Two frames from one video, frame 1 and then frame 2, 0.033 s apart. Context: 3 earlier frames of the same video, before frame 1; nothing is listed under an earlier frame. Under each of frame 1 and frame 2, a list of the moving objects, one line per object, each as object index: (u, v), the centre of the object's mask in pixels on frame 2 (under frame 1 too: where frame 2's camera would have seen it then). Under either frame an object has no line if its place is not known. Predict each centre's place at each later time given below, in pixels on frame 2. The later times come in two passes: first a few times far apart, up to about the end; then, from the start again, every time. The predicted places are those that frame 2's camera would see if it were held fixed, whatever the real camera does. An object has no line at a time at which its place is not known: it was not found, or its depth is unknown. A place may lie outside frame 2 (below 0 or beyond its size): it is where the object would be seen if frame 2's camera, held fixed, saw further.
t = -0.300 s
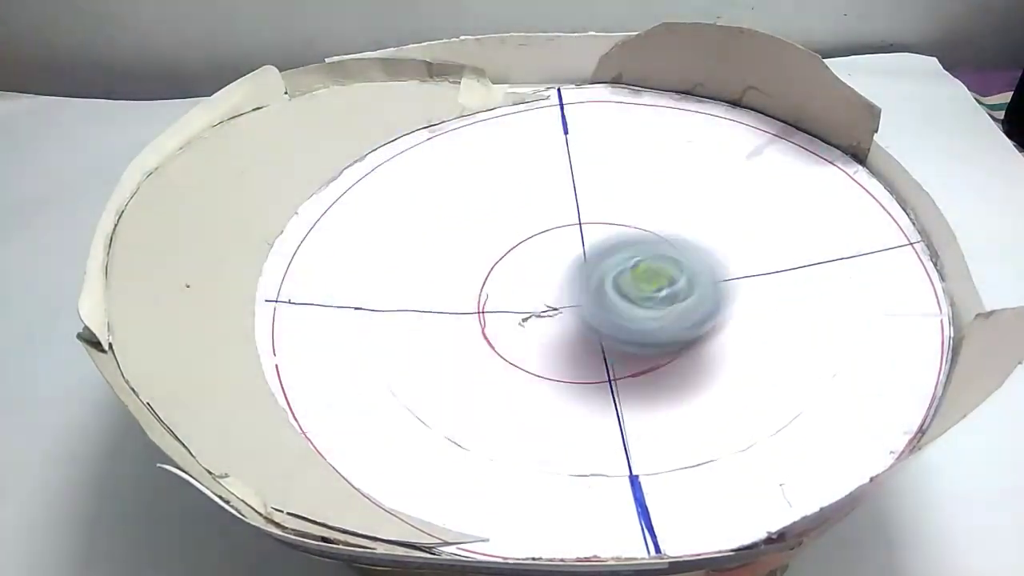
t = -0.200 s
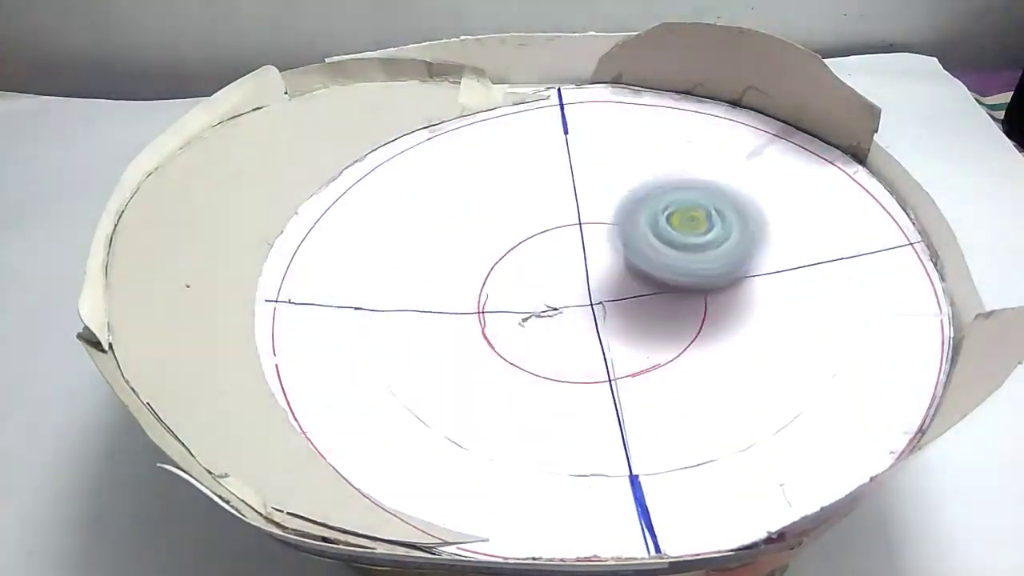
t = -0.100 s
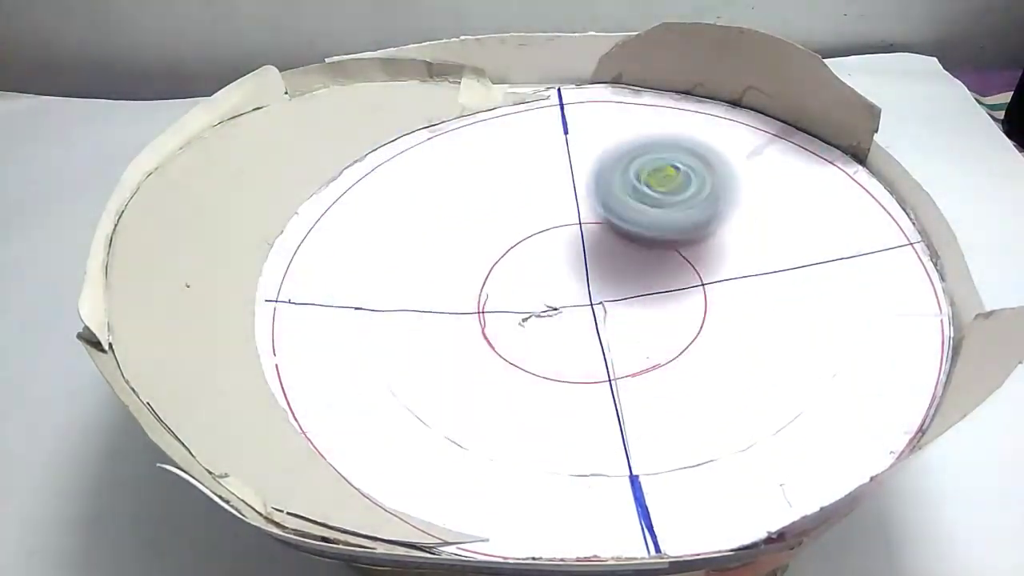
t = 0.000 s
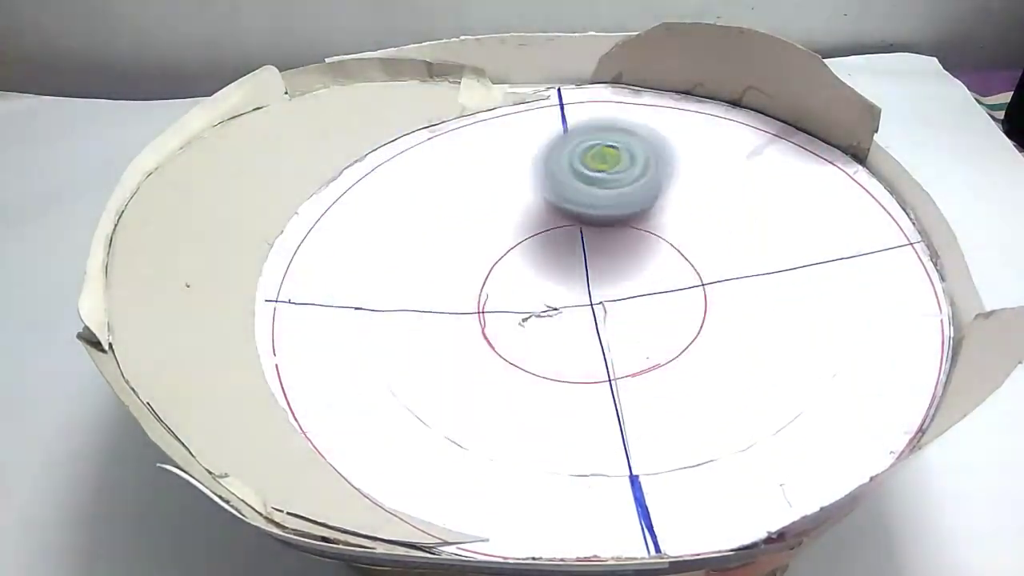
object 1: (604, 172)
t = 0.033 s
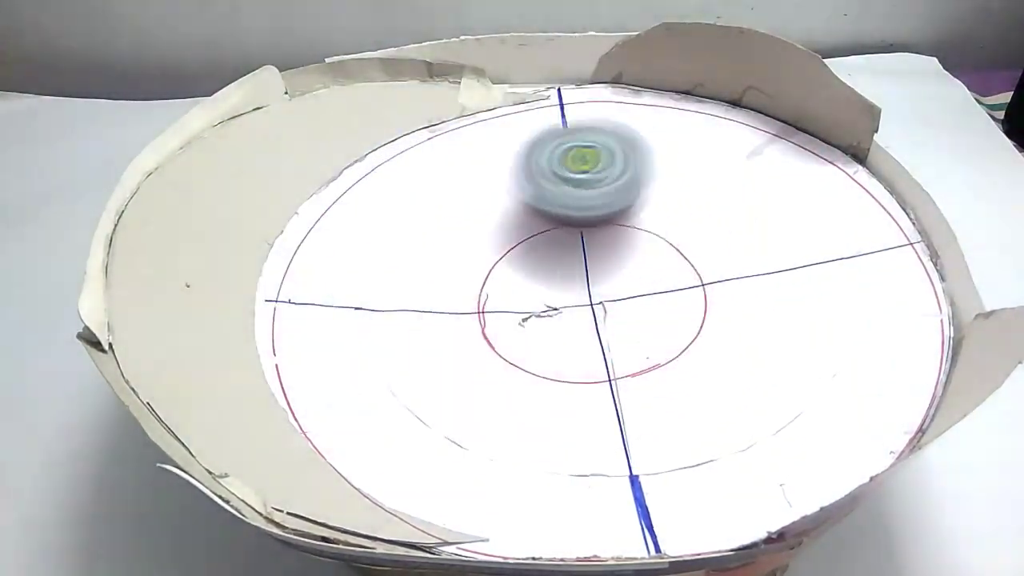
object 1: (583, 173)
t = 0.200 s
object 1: (495, 217)
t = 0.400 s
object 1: (537, 312)
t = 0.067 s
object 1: (559, 177)
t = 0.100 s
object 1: (539, 184)
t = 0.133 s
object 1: (523, 193)
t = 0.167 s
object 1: (506, 204)
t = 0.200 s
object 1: (495, 217)
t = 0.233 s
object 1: (484, 236)
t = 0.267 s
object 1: (480, 255)
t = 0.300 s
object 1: (485, 273)
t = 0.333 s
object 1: (497, 292)
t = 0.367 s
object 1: (515, 304)
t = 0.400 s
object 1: (537, 312)
